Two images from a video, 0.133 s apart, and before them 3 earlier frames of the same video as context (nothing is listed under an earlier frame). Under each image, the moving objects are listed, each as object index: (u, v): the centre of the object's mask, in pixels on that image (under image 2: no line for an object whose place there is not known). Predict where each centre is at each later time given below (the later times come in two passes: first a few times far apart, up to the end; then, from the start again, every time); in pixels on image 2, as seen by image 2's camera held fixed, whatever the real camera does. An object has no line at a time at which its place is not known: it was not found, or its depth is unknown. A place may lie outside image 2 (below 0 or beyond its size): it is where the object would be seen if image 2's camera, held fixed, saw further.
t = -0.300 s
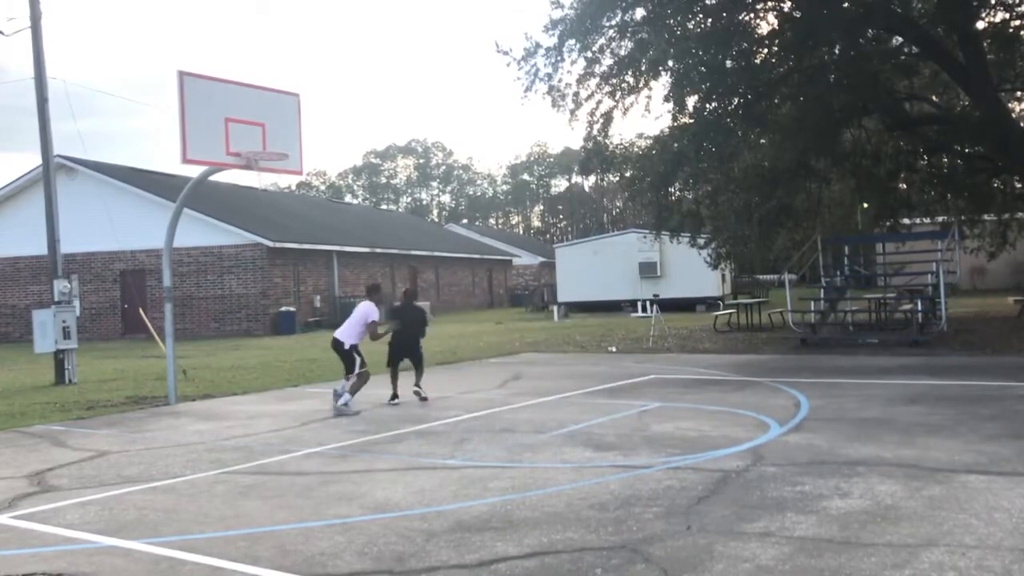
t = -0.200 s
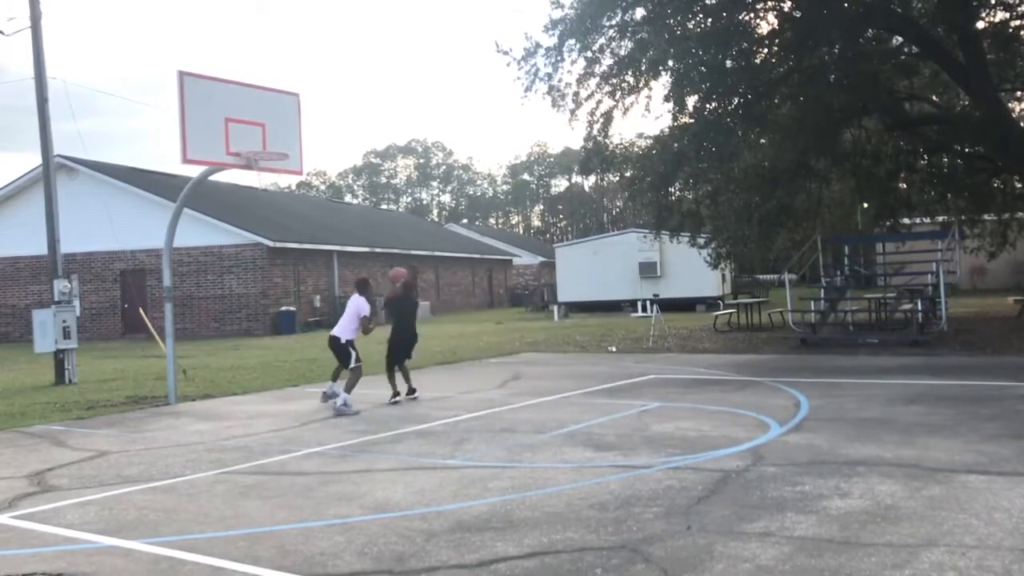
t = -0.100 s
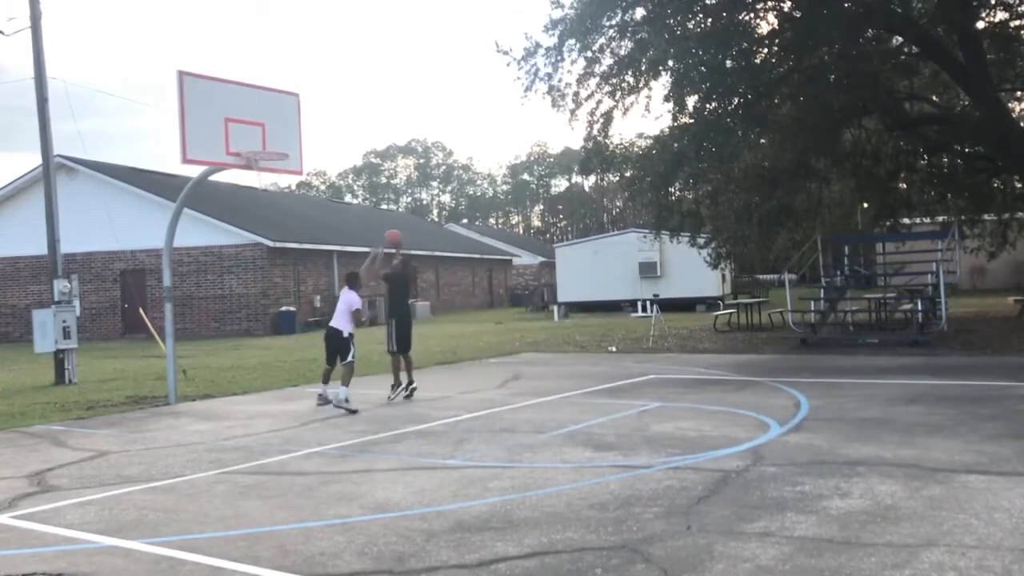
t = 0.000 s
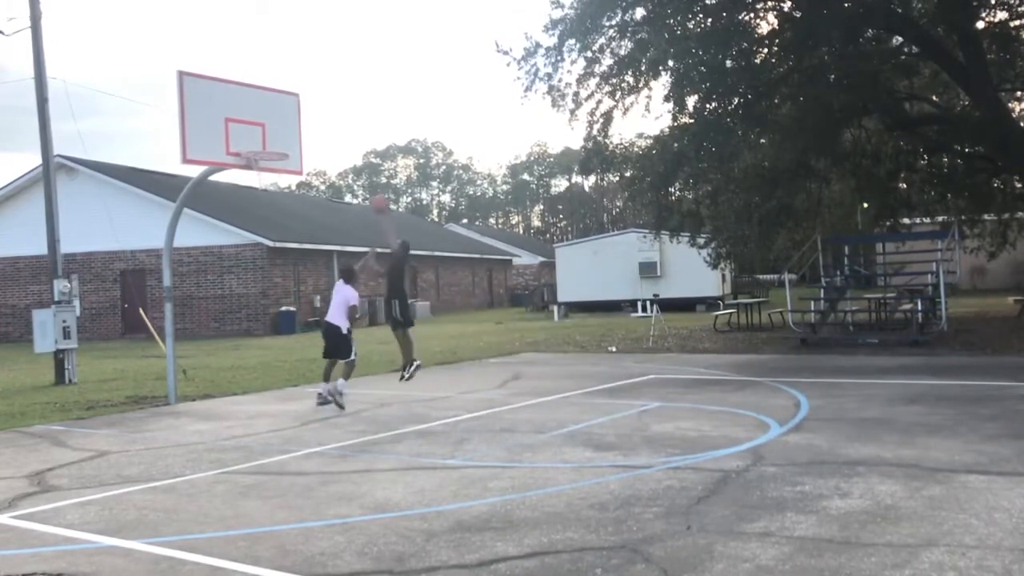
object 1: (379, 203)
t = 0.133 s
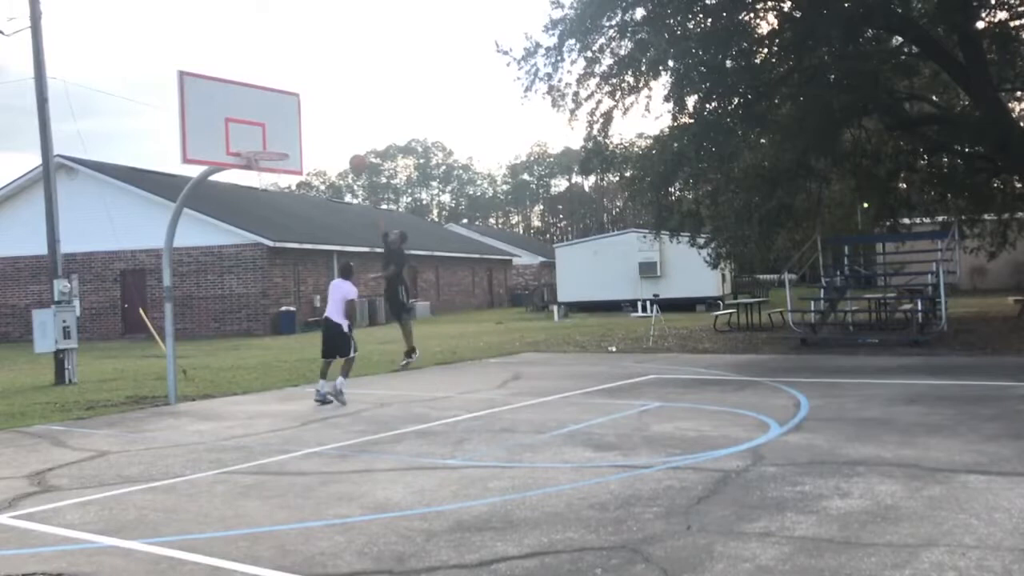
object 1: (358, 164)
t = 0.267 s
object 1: (335, 135)
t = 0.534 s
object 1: (293, 119)
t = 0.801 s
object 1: (268, 143)
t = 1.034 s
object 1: (273, 141)
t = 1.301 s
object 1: (276, 140)
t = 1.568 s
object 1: (276, 142)
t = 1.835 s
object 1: (277, 142)
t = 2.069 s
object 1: (277, 143)
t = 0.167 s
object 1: (352, 154)
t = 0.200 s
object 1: (346, 147)
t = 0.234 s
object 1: (343, 143)
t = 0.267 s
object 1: (335, 135)
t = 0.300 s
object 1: (329, 130)
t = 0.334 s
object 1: (324, 126)
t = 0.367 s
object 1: (321, 124)
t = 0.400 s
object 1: (312, 120)
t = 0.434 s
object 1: (307, 119)
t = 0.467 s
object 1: (301, 118)
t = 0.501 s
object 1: (296, 119)
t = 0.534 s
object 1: (293, 119)
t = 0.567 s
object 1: (285, 122)
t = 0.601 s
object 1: (280, 124)
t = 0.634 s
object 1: (274, 129)
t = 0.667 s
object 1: (272, 130)
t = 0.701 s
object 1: (271, 133)
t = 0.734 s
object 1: (270, 136)
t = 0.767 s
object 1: (269, 139)
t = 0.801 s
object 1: (268, 143)
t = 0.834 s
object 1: (268, 143)
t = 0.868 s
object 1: (269, 141)
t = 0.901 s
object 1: (270, 139)
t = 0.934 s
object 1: (271, 139)
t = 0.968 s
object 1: (271, 139)
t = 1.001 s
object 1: (273, 140)
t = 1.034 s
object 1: (273, 141)
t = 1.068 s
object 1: (274, 142)
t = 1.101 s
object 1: (274, 140)
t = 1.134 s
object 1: (274, 139)
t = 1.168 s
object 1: (275, 137)
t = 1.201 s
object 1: (275, 136)
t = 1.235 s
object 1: (275, 136)
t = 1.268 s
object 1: (275, 137)
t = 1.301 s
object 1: (276, 140)
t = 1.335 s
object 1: (276, 141)
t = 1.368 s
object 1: (276, 140)
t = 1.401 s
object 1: (276, 139)
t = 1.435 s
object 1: (276, 139)
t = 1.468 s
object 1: (276, 140)
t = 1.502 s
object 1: (276, 141)
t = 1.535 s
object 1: (276, 142)
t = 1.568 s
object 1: (276, 142)
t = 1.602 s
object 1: (277, 140)
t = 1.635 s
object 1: (277, 140)
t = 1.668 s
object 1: (277, 141)
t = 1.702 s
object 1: (277, 142)
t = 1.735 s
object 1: (277, 142)
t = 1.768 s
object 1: (277, 141)
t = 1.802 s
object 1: (277, 141)
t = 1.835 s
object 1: (277, 142)
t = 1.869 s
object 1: (277, 142)
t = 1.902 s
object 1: (277, 142)
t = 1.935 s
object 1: (277, 142)
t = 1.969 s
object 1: (277, 142)
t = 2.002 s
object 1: (277, 143)
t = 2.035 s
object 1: (277, 143)
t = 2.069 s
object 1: (277, 143)
